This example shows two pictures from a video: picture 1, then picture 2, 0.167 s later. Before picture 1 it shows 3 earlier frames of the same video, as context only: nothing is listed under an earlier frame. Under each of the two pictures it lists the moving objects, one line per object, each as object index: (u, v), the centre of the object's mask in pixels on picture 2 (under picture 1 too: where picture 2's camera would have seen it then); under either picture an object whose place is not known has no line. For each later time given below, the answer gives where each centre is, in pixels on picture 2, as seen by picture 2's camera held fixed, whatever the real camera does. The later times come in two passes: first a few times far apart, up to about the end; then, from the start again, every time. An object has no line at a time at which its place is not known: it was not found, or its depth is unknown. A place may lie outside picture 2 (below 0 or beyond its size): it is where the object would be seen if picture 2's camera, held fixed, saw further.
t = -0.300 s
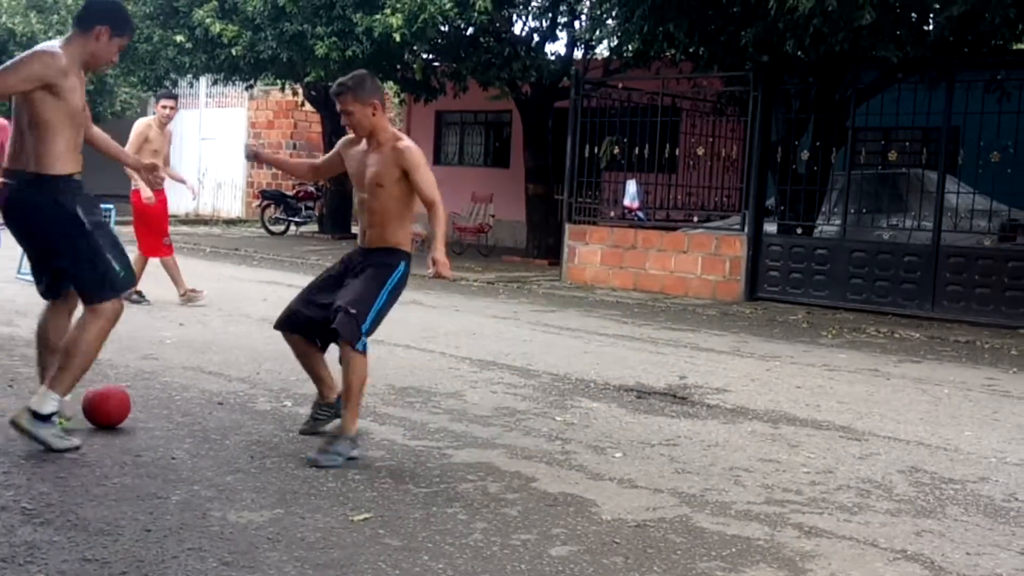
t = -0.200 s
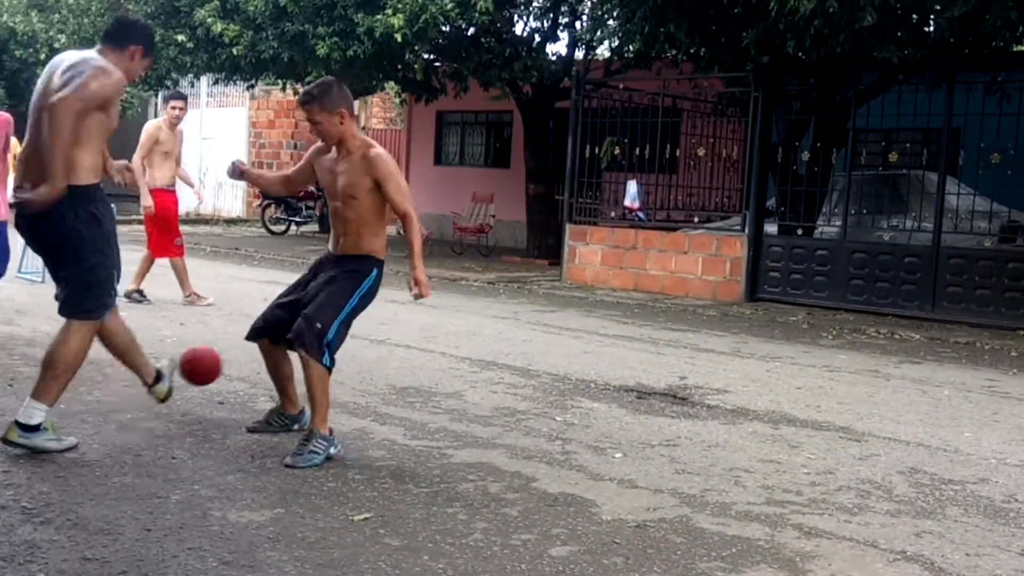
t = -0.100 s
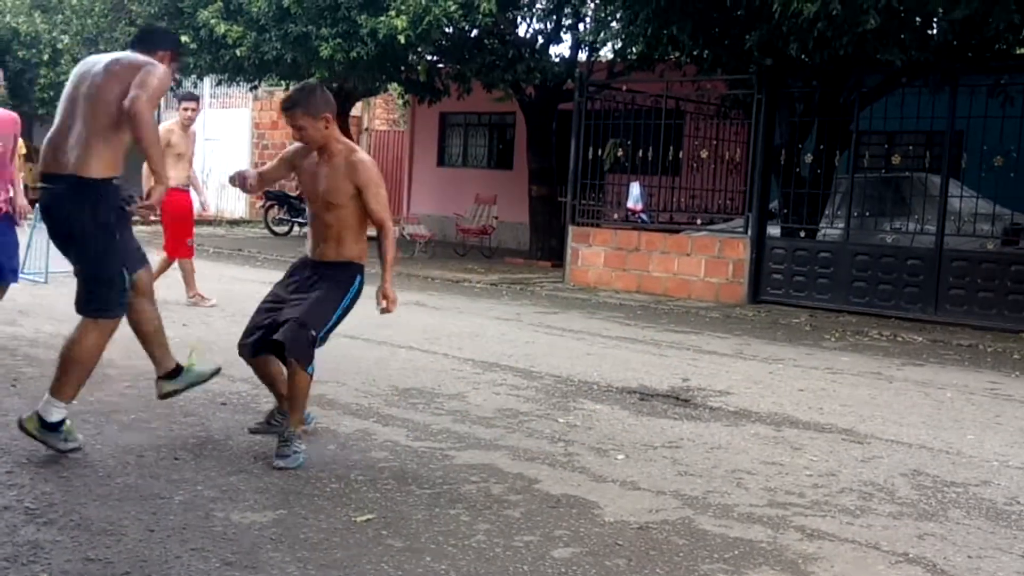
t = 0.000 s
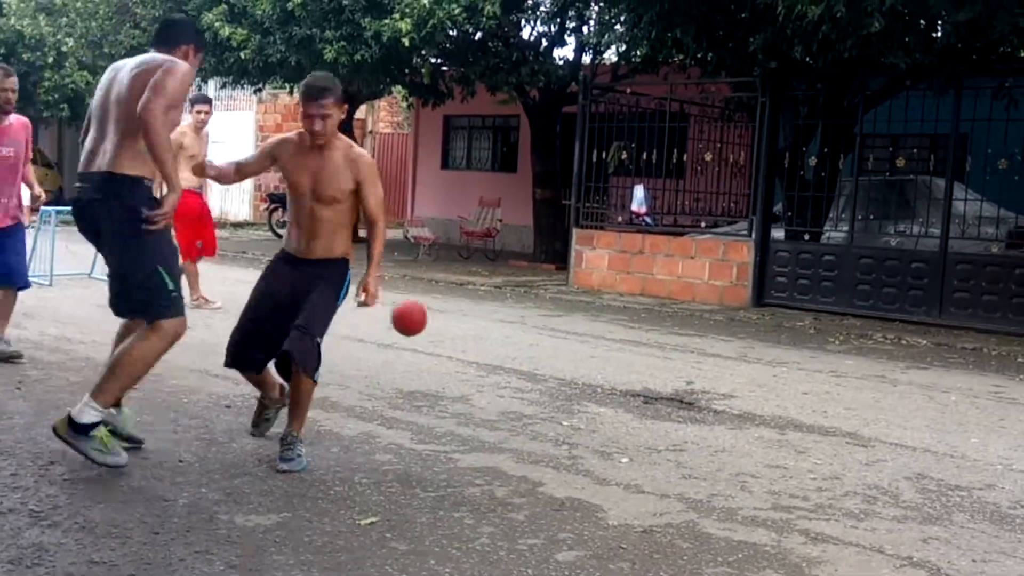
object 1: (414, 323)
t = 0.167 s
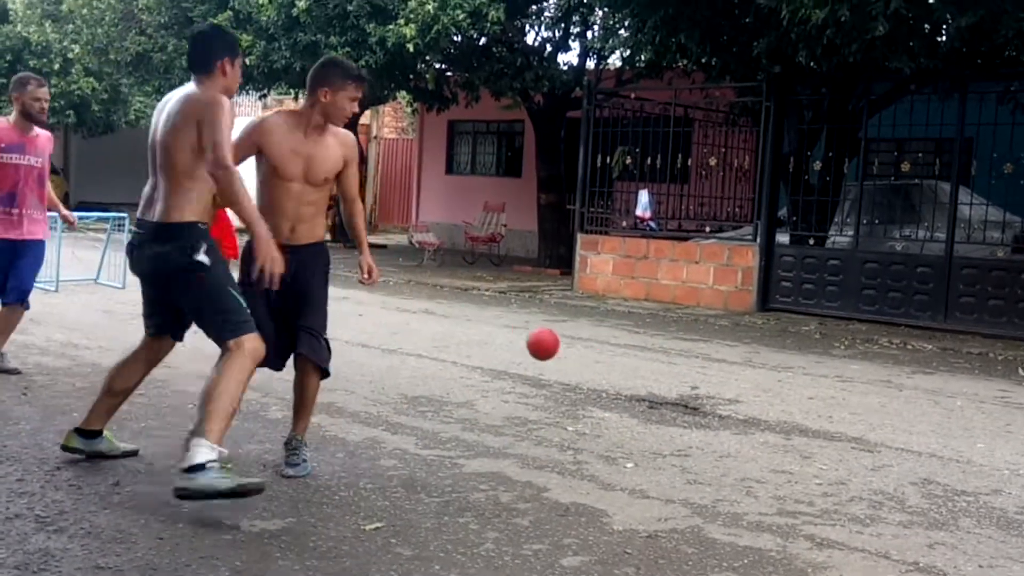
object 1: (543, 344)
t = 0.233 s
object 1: (587, 364)
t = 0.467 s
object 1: (679, 352)
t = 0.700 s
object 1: (751, 348)
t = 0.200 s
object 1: (565, 354)
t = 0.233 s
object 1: (587, 364)
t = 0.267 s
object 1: (603, 363)
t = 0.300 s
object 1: (617, 357)
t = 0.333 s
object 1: (630, 352)
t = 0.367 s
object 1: (642, 349)
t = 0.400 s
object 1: (655, 347)
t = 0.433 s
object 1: (667, 349)
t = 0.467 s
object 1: (679, 352)
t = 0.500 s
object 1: (689, 355)
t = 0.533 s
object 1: (700, 351)
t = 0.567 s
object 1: (711, 350)
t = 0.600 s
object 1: (721, 350)
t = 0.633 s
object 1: (731, 351)
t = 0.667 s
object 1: (741, 349)
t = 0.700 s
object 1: (751, 348)
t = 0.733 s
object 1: (760, 348)
